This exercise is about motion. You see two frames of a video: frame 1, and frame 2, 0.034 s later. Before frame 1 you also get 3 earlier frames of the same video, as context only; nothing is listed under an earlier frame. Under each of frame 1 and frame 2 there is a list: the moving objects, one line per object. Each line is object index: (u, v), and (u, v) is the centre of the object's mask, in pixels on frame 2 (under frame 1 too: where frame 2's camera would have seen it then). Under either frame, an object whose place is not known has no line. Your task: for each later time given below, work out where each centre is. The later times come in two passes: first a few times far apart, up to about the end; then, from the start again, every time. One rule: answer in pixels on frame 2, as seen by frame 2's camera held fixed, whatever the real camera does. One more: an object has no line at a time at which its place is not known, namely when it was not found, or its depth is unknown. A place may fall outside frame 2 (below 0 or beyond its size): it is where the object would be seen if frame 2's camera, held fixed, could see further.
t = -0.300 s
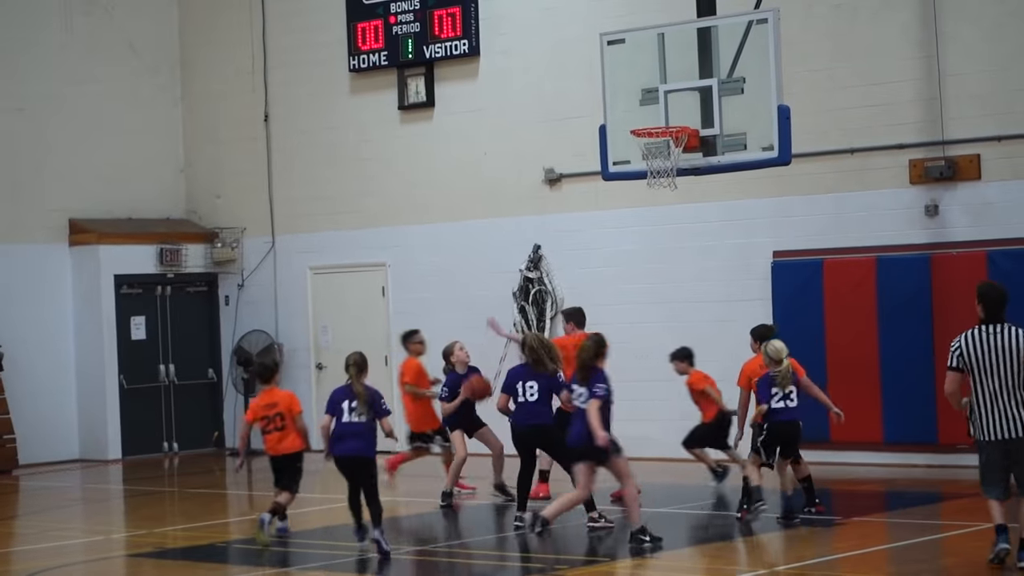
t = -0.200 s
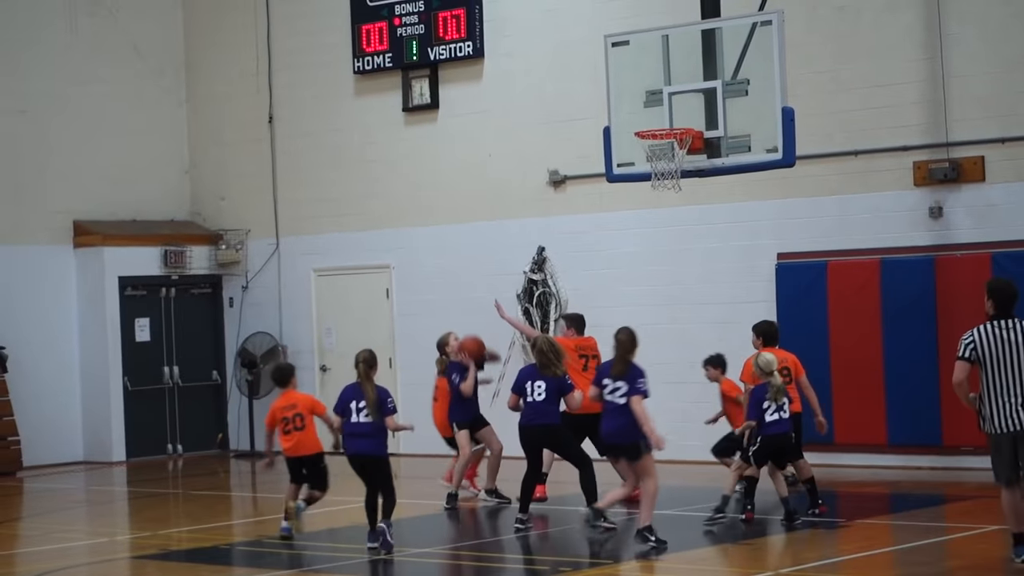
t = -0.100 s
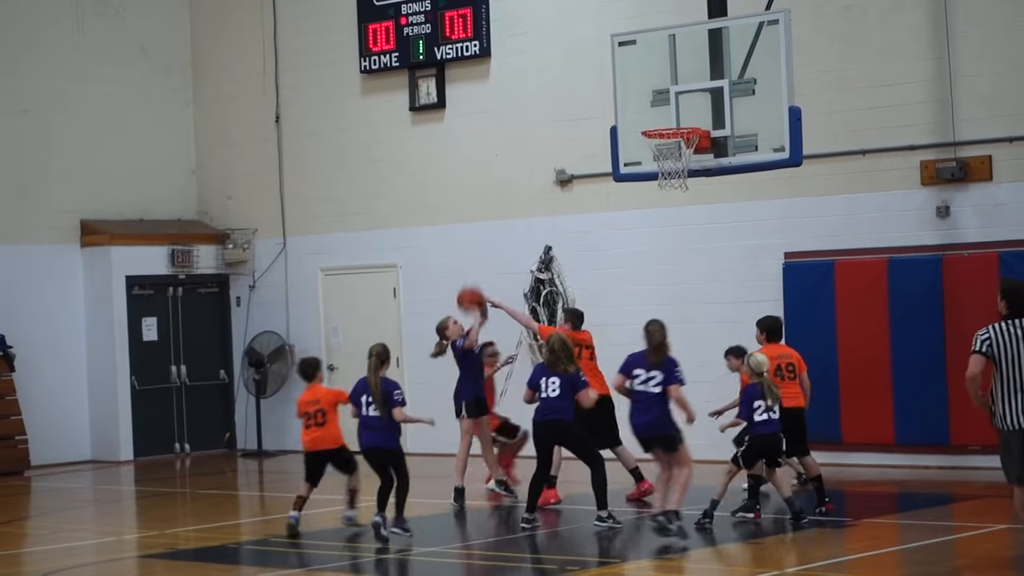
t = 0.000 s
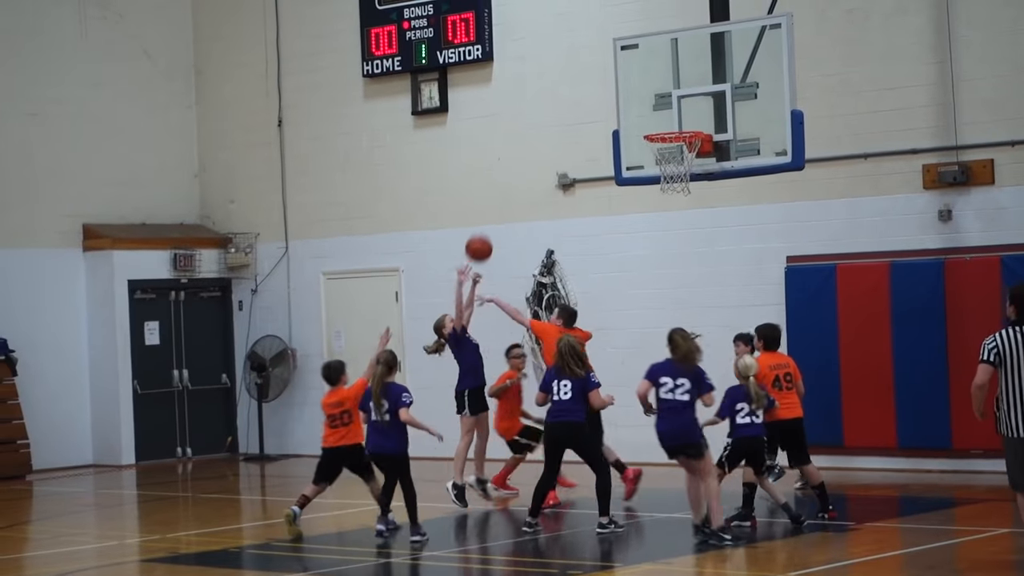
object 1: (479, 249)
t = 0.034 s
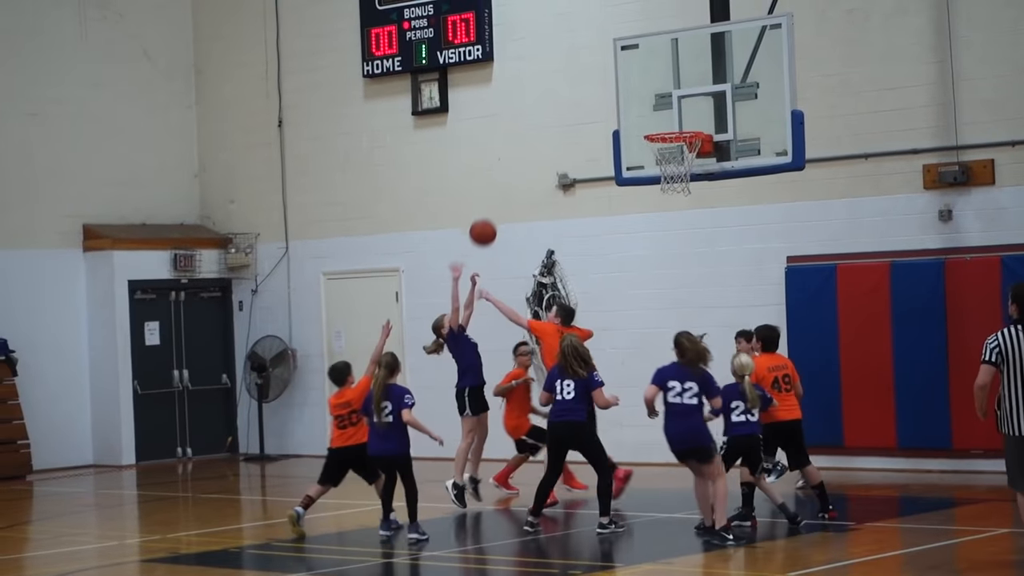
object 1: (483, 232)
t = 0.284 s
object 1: (512, 150)
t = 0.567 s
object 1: (550, 143)
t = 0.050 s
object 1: (484, 225)
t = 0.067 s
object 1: (486, 217)
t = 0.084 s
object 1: (488, 211)
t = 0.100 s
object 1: (490, 204)
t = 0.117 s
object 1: (492, 197)
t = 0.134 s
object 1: (494, 191)
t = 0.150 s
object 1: (496, 185)
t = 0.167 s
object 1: (498, 180)
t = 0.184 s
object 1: (500, 175)
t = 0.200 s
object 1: (502, 170)
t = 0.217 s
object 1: (504, 165)
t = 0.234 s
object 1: (506, 161)
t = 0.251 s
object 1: (508, 157)
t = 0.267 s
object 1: (510, 153)
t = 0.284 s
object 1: (512, 150)
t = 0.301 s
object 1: (514, 147)
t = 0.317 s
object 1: (517, 145)
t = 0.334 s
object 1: (518, 142)
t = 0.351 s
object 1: (521, 140)
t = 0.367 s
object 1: (523, 139)
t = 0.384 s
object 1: (525, 137)
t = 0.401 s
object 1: (527, 136)
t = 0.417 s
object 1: (529, 135)
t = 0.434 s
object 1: (532, 135)
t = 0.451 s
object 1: (534, 135)
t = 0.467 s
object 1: (536, 135)
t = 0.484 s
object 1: (539, 135)
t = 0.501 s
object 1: (541, 136)
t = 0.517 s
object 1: (543, 137)
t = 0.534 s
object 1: (545, 139)
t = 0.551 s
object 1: (548, 141)
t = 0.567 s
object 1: (550, 143)
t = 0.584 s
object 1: (552, 145)
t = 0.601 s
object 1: (554, 148)
